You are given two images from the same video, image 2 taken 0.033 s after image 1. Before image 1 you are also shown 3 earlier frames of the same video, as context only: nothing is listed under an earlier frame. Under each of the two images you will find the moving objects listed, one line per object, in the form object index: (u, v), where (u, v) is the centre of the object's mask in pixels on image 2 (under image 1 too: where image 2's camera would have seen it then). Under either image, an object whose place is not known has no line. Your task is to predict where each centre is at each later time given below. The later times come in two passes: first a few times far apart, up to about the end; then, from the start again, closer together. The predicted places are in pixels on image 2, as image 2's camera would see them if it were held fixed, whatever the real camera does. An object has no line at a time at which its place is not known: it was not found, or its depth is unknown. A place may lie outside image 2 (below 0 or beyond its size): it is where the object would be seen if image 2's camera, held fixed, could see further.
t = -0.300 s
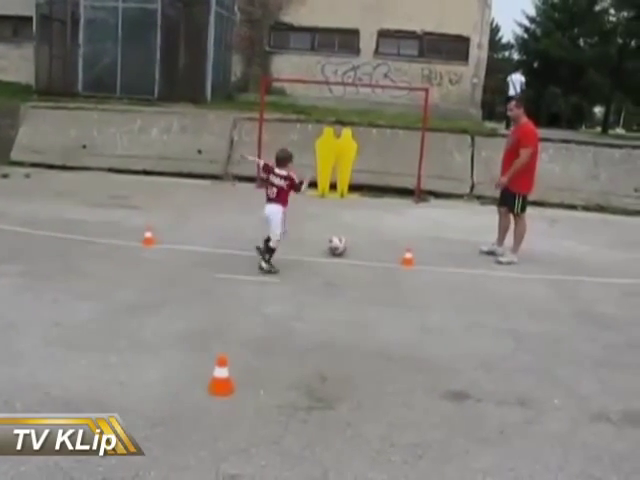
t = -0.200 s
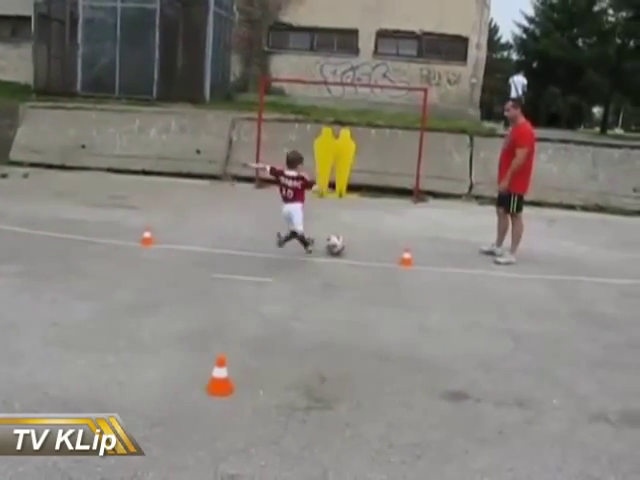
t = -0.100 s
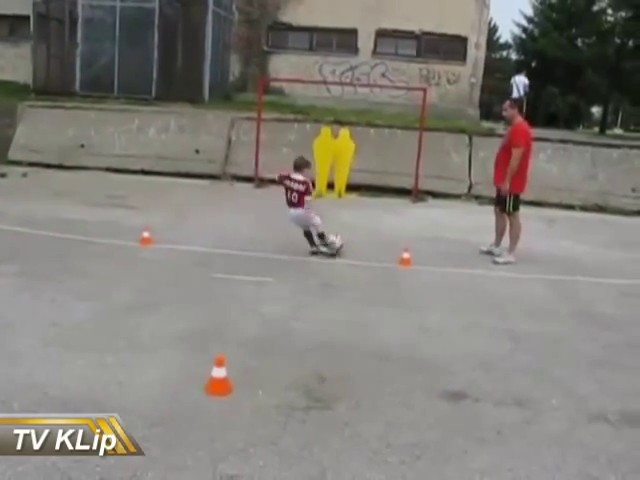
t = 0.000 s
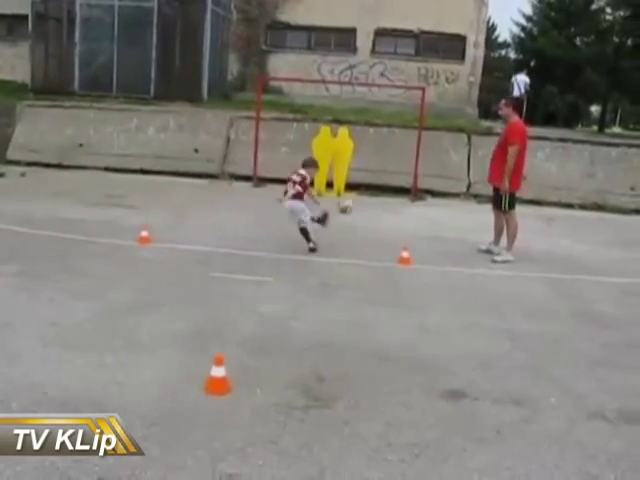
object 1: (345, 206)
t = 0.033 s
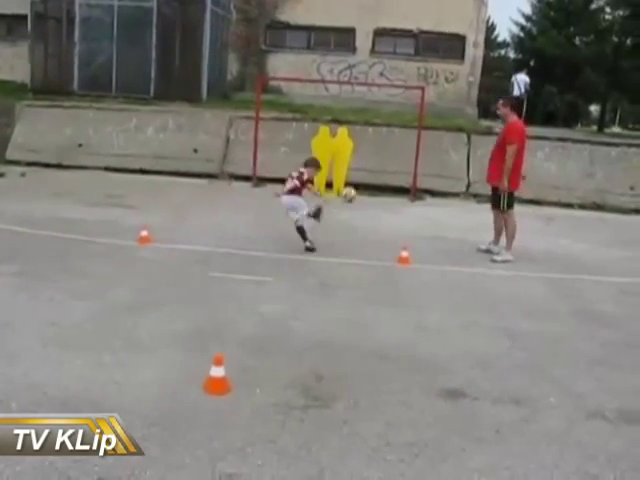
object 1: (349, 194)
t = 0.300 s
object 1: (364, 158)
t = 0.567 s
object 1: (371, 148)
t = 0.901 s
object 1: (385, 78)
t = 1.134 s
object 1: (393, 62)
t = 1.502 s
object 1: (404, 95)
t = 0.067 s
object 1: (352, 185)
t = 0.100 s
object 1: (353, 178)
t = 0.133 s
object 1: (357, 172)
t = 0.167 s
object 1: (358, 167)
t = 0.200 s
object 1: (361, 163)
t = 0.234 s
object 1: (361, 160)
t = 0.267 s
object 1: (363, 158)
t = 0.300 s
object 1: (364, 158)
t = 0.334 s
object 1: (365, 157)
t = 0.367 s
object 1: (366, 158)
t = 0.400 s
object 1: (366, 158)
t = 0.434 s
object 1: (367, 159)
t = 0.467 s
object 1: (368, 161)
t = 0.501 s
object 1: (368, 164)
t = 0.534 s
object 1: (370, 158)
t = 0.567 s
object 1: (371, 148)
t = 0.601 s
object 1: (373, 138)
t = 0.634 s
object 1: (376, 129)
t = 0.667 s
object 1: (376, 122)
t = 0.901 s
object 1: (385, 78)
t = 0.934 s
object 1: (386, 75)
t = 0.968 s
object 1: (389, 71)
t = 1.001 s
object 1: (389, 69)
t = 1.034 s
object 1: (391, 64)
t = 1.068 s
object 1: (392, 64)
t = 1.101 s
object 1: (392, 62)
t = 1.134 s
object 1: (393, 62)
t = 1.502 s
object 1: (404, 95)
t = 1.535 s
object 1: (405, 104)
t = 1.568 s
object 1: (406, 111)
